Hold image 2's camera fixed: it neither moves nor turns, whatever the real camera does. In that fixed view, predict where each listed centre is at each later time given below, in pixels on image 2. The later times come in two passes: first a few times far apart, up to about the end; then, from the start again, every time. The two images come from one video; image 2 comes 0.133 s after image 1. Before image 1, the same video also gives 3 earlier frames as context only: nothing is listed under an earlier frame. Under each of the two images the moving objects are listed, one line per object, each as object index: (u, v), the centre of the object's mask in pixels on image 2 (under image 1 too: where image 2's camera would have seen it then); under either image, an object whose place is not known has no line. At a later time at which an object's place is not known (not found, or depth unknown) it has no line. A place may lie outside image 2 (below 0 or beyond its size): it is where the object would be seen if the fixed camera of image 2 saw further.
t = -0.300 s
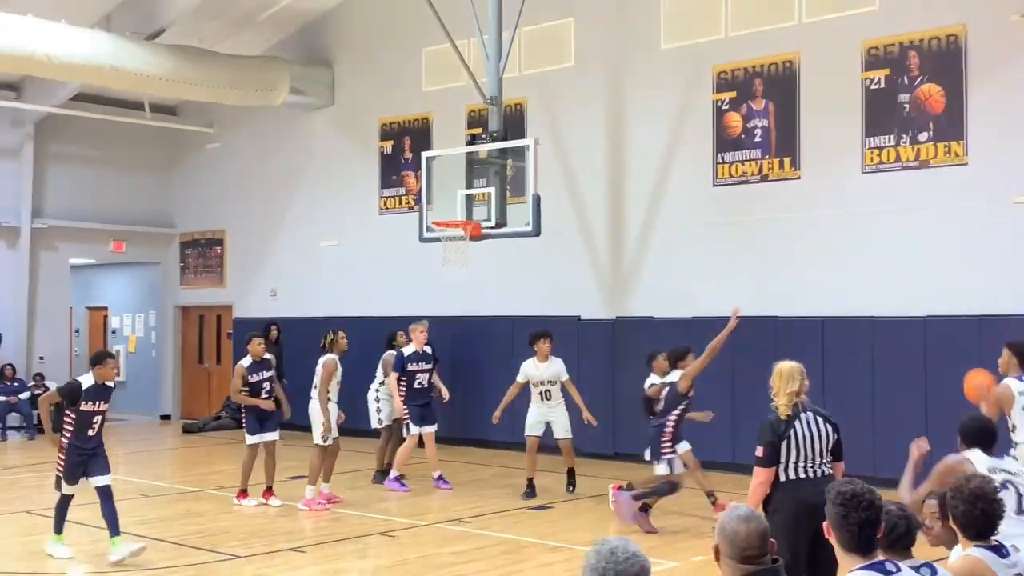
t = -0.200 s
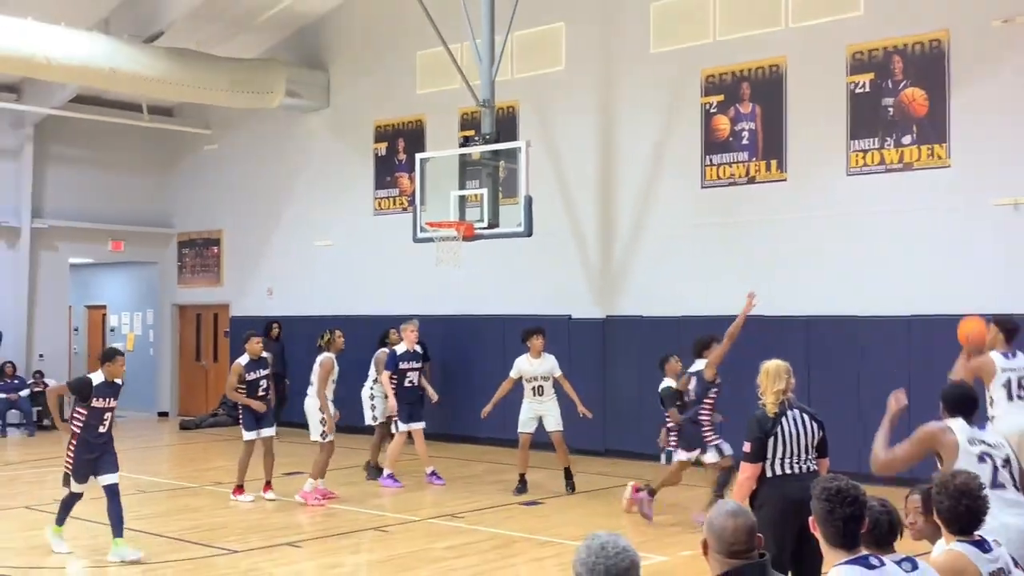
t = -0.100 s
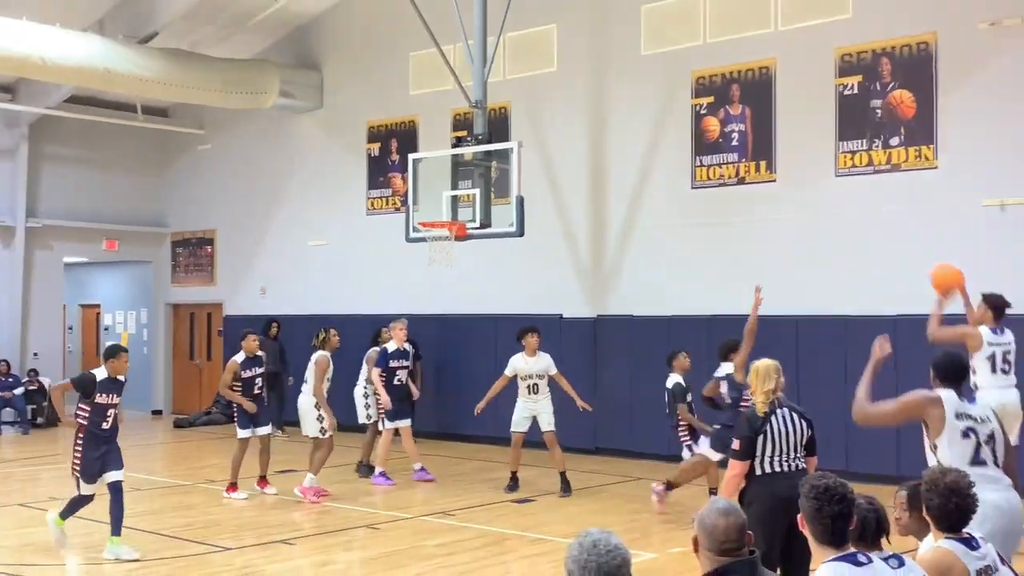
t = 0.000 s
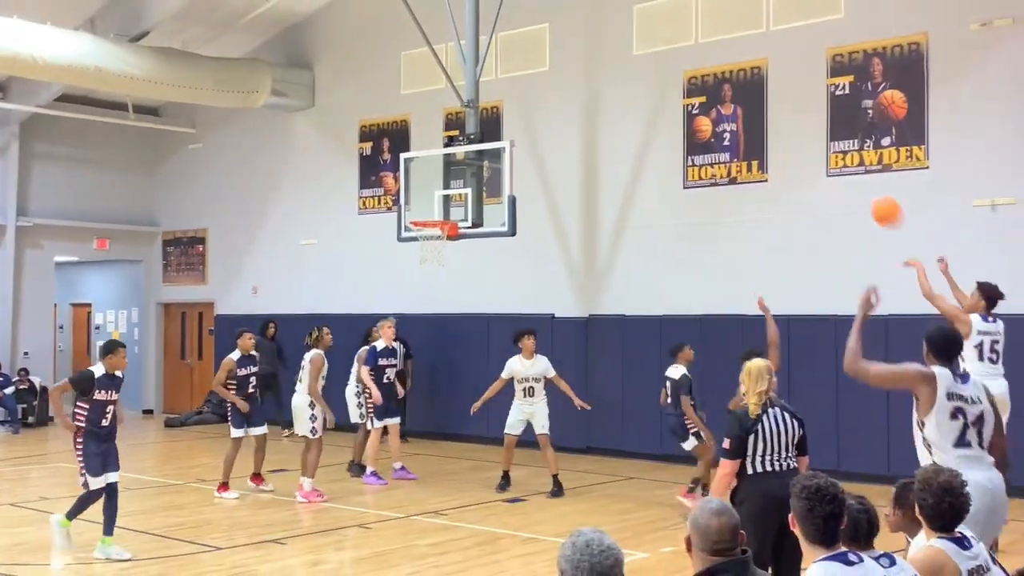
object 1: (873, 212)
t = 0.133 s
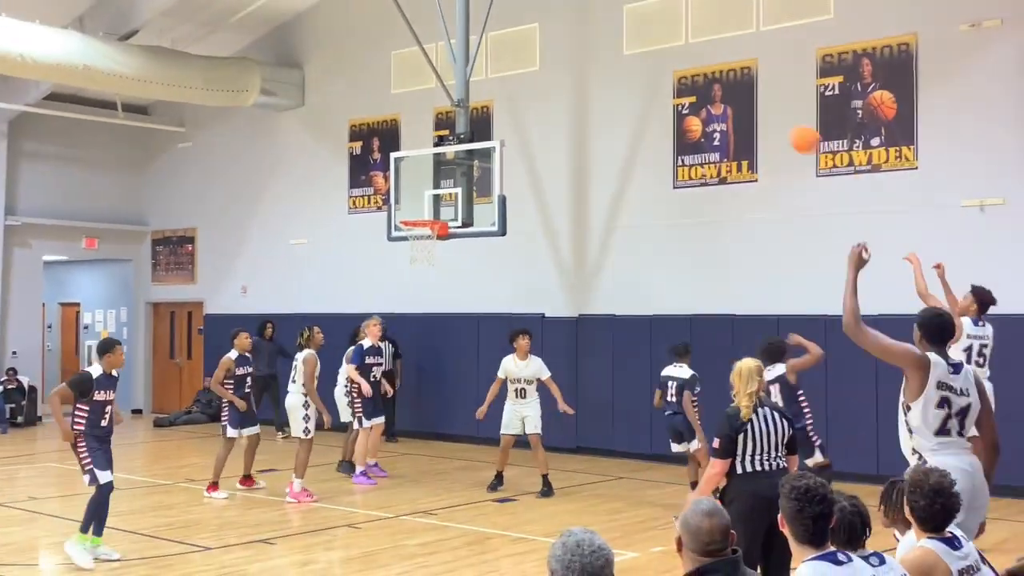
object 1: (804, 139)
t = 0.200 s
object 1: (772, 113)
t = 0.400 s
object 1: (682, 67)
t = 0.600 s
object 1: (602, 62)
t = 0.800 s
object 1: (532, 93)
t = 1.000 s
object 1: (469, 153)
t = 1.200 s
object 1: (413, 238)
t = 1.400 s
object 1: (391, 273)
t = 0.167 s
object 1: (788, 126)
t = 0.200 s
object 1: (772, 113)
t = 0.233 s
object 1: (756, 102)
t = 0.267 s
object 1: (741, 93)
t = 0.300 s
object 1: (726, 85)
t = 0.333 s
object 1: (711, 78)
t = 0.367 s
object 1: (696, 73)
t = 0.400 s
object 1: (682, 67)
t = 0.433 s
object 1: (668, 63)
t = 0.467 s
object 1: (655, 61)
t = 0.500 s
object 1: (642, 60)
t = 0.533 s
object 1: (628, 60)
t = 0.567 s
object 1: (615, 61)
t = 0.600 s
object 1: (602, 62)
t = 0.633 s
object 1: (590, 65)
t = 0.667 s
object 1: (579, 68)
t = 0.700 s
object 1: (566, 74)
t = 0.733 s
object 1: (554, 79)
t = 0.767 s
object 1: (543, 86)
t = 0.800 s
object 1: (532, 93)
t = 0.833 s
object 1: (521, 101)
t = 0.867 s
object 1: (511, 110)
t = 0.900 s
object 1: (500, 120)
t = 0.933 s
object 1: (488, 130)
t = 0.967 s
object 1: (480, 141)
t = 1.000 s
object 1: (469, 153)
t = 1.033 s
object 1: (461, 166)
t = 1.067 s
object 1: (450, 178)
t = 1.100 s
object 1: (440, 194)
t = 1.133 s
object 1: (432, 208)
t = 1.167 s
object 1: (422, 222)
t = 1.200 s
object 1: (413, 238)
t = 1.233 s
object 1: (408, 246)
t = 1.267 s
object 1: (404, 249)
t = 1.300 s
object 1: (401, 254)
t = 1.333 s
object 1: (398, 259)
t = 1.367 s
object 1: (394, 265)
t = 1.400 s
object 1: (391, 273)
